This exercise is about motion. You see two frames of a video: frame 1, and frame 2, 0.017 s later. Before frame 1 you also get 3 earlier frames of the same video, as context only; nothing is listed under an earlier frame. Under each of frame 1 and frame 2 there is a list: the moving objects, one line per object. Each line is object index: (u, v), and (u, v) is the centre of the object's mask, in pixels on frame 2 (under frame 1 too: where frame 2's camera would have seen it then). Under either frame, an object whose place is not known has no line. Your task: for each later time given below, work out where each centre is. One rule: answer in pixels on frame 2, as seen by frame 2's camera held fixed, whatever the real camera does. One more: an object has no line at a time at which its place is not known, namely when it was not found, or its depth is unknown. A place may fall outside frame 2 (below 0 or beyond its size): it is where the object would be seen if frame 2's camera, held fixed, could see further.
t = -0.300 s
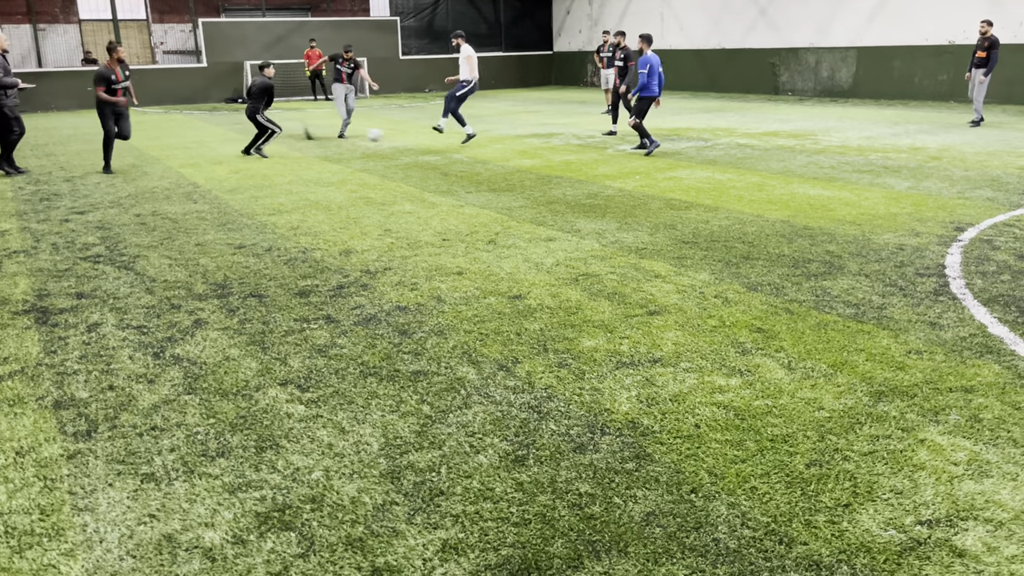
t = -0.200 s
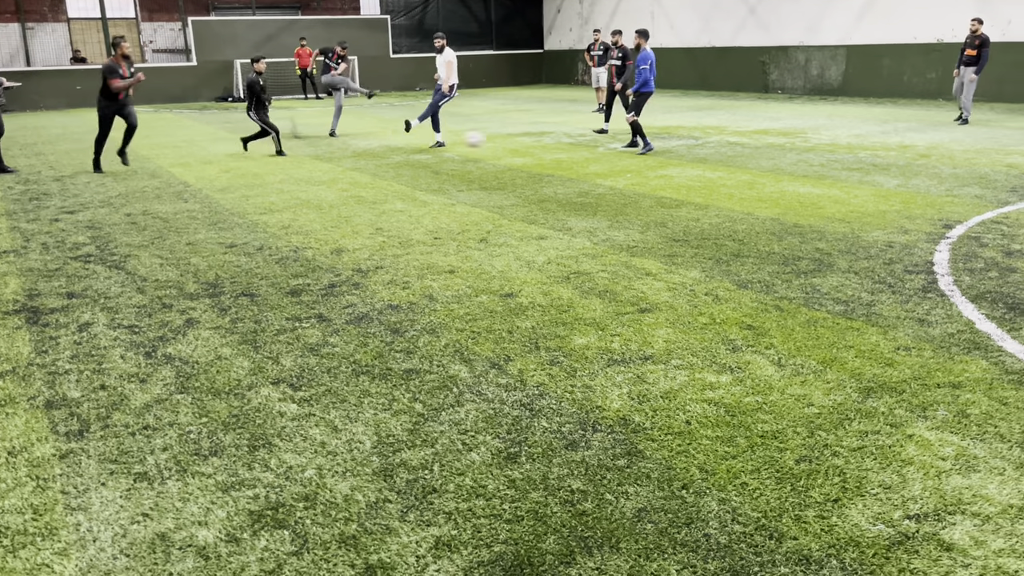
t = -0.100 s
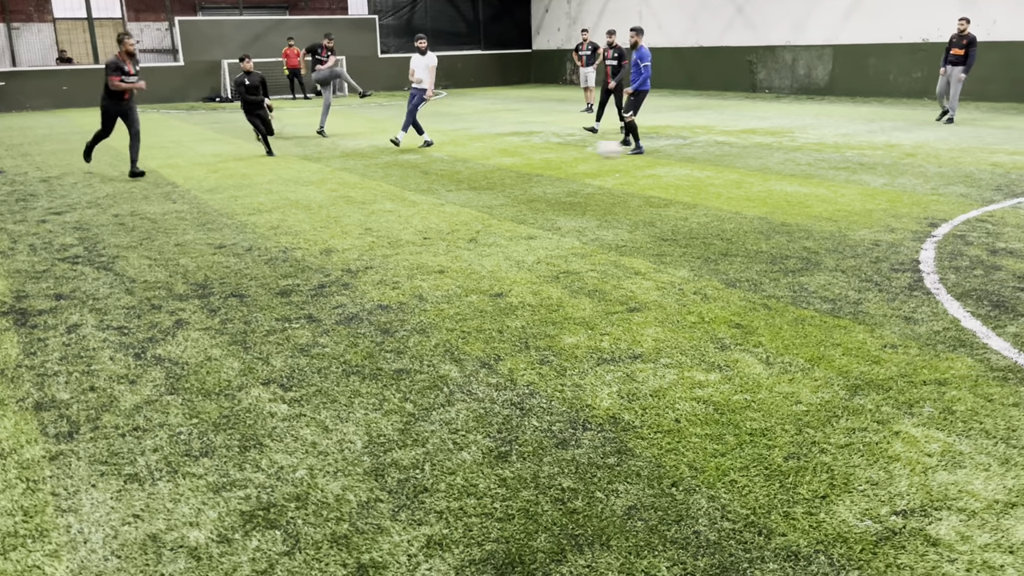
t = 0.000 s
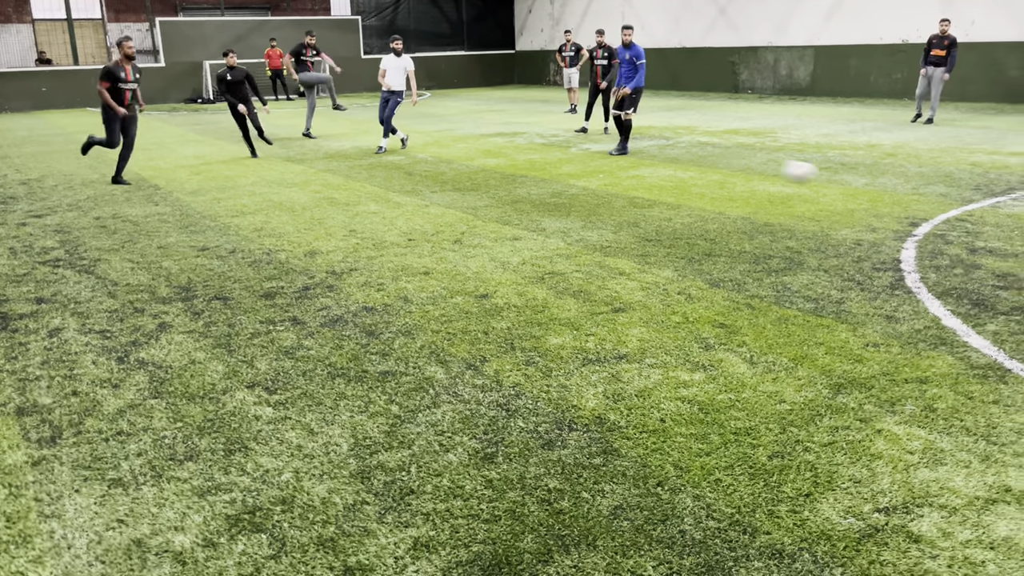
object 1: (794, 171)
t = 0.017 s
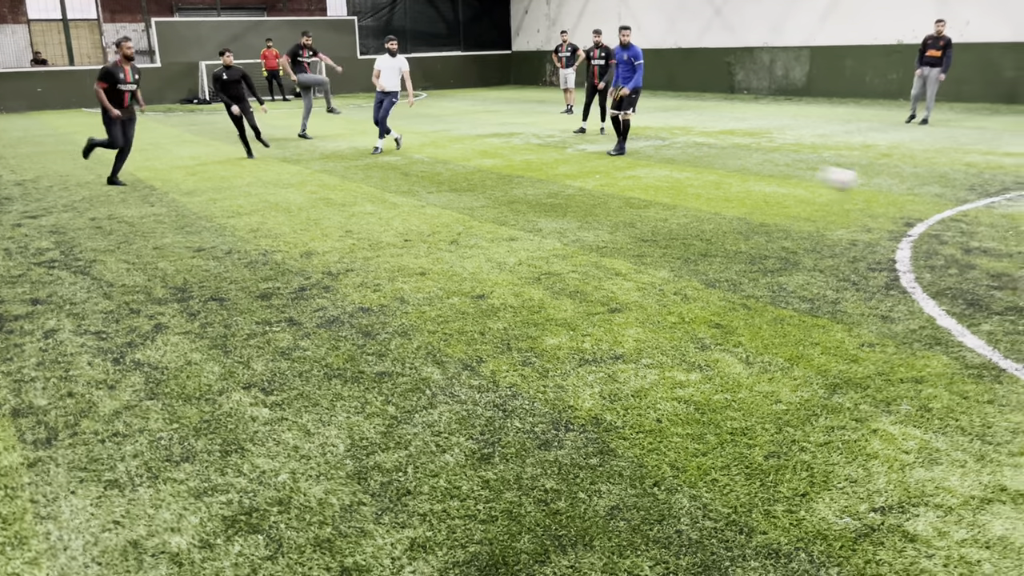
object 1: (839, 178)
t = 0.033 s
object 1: (882, 184)
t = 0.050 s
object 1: (930, 193)
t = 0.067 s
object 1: (986, 203)
